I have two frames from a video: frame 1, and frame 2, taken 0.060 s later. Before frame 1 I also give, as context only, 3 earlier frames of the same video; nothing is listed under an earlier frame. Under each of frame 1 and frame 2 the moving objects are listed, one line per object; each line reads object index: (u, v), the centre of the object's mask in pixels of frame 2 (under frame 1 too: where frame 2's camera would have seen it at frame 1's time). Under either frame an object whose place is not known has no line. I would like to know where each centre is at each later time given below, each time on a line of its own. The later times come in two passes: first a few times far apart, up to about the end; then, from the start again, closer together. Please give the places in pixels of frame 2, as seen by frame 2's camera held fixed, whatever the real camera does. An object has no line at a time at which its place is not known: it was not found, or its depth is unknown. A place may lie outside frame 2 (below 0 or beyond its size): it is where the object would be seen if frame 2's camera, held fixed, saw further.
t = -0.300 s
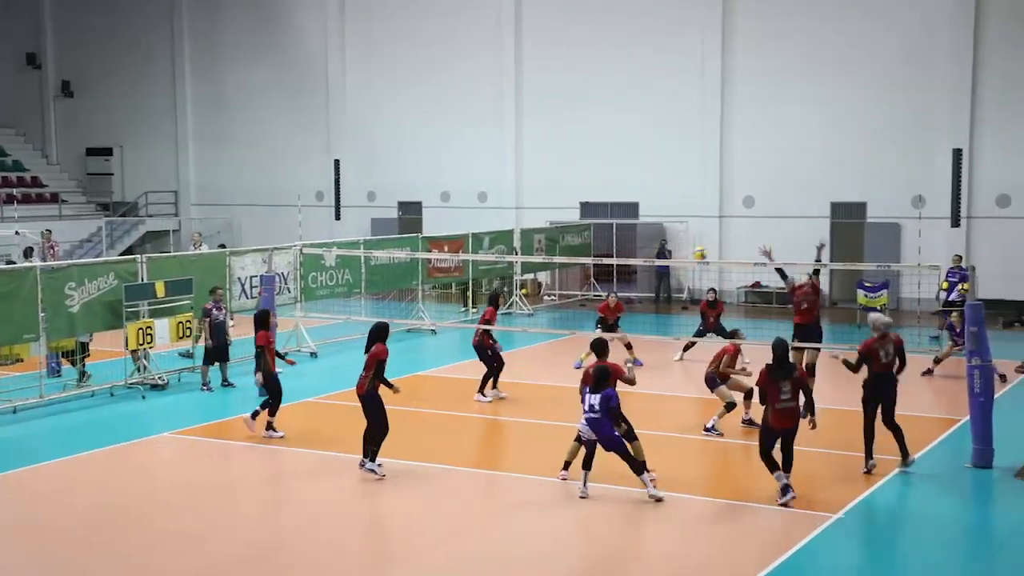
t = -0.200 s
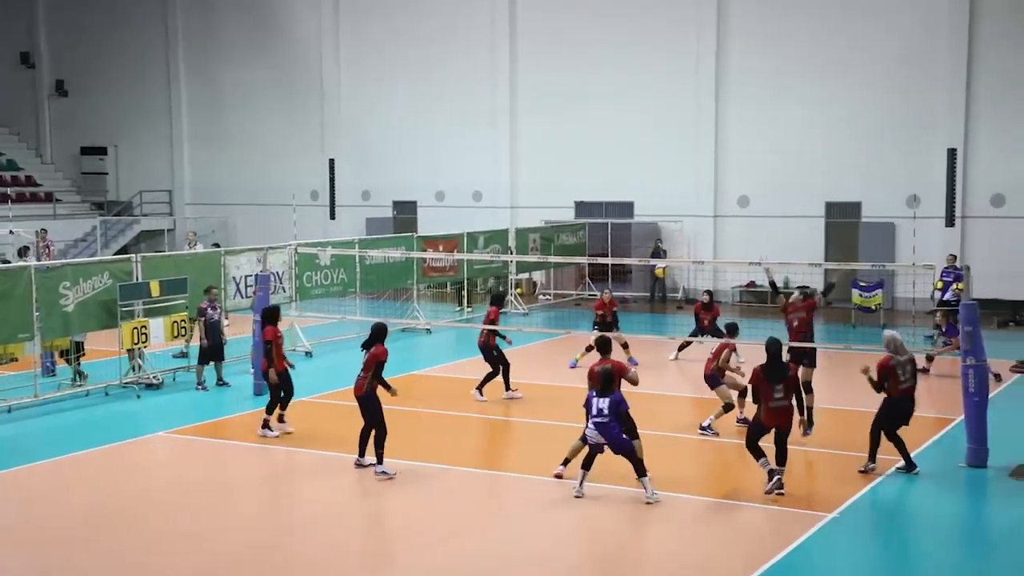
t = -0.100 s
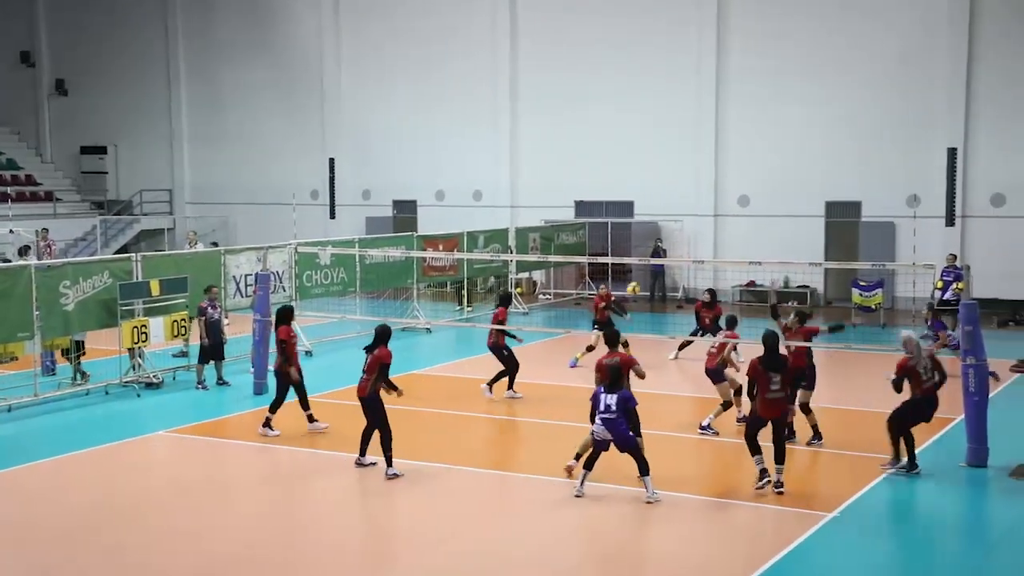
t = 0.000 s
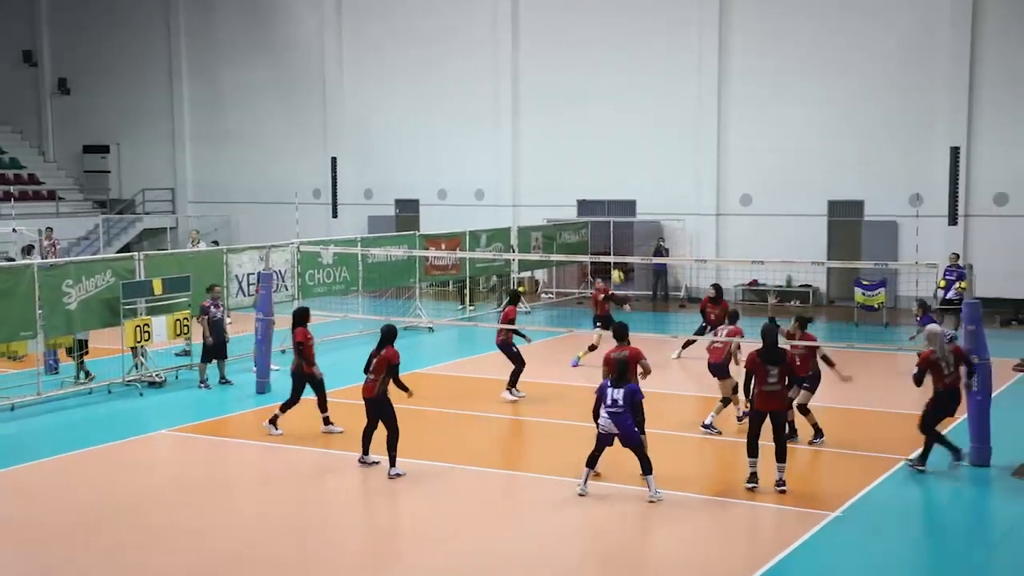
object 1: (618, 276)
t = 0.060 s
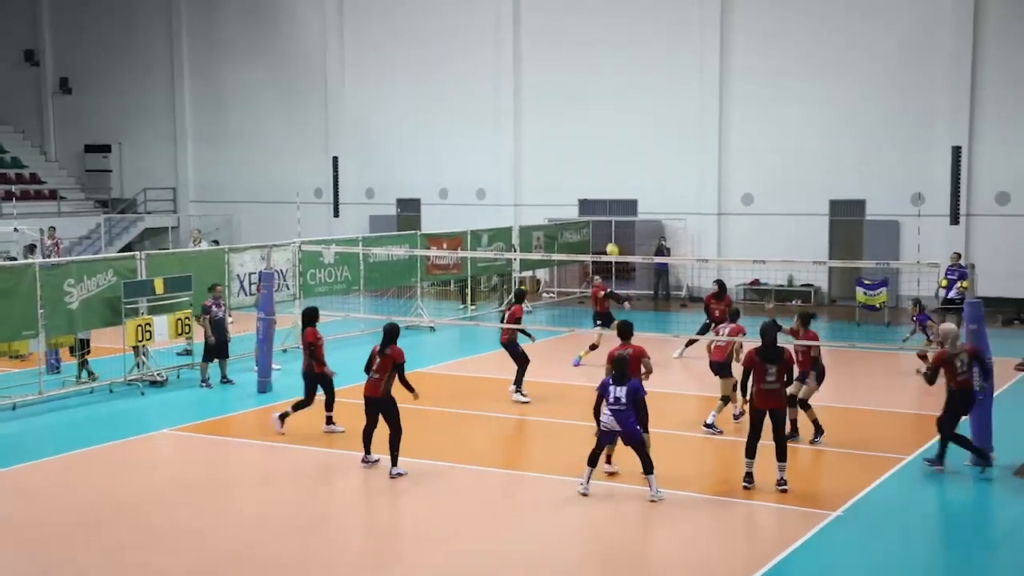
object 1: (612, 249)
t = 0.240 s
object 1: (593, 183)
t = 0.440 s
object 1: (570, 126)
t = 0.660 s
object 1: (542, 89)
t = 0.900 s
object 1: (510, 81)
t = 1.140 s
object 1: (478, 110)
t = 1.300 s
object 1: (456, 151)
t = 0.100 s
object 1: (608, 234)
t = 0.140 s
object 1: (603, 218)
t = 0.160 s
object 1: (602, 211)
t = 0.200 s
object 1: (597, 198)
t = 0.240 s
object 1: (593, 183)
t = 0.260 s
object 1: (590, 176)
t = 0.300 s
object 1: (586, 164)
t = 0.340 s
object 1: (581, 152)
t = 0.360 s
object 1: (579, 147)
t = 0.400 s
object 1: (574, 136)
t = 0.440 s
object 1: (570, 126)
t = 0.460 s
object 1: (568, 122)
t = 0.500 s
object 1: (562, 113)
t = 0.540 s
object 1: (557, 106)
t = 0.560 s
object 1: (554, 102)
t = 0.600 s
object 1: (551, 96)
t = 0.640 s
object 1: (545, 91)
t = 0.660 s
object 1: (542, 89)
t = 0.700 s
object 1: (537, 85)
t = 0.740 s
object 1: (532, 82)
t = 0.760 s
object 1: (531, 82)
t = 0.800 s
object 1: (525, 80)
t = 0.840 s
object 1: (519, 79)
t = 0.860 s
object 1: (516, 80)
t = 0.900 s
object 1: (510, 81)
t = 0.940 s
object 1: (506, 83)
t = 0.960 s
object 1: (503, 85)
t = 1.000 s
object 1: (498, 88)
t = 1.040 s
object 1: (491, 93)
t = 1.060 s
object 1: (489, 96)
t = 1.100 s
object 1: (483, 103)
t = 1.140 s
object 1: (478, 110)
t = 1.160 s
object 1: (475, 115)
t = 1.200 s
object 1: (469, 123)
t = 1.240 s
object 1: (463, 134)
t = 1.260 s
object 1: (460, 139)
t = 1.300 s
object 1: (456, 151)
